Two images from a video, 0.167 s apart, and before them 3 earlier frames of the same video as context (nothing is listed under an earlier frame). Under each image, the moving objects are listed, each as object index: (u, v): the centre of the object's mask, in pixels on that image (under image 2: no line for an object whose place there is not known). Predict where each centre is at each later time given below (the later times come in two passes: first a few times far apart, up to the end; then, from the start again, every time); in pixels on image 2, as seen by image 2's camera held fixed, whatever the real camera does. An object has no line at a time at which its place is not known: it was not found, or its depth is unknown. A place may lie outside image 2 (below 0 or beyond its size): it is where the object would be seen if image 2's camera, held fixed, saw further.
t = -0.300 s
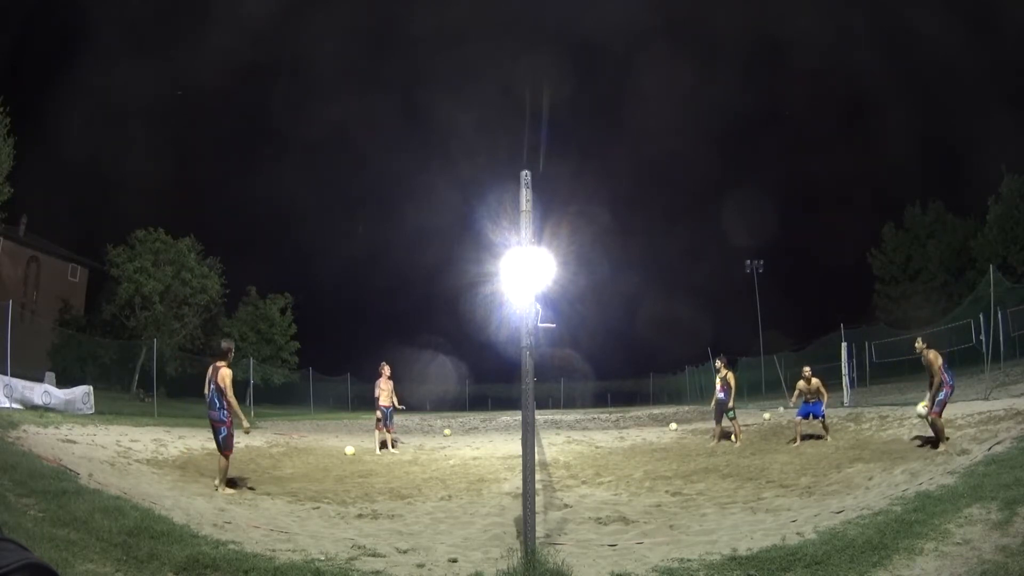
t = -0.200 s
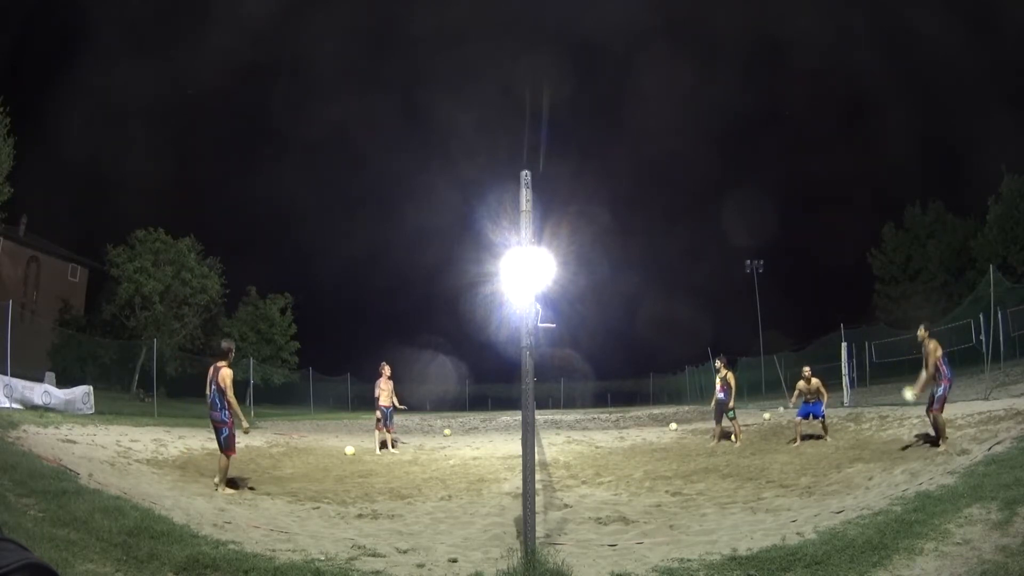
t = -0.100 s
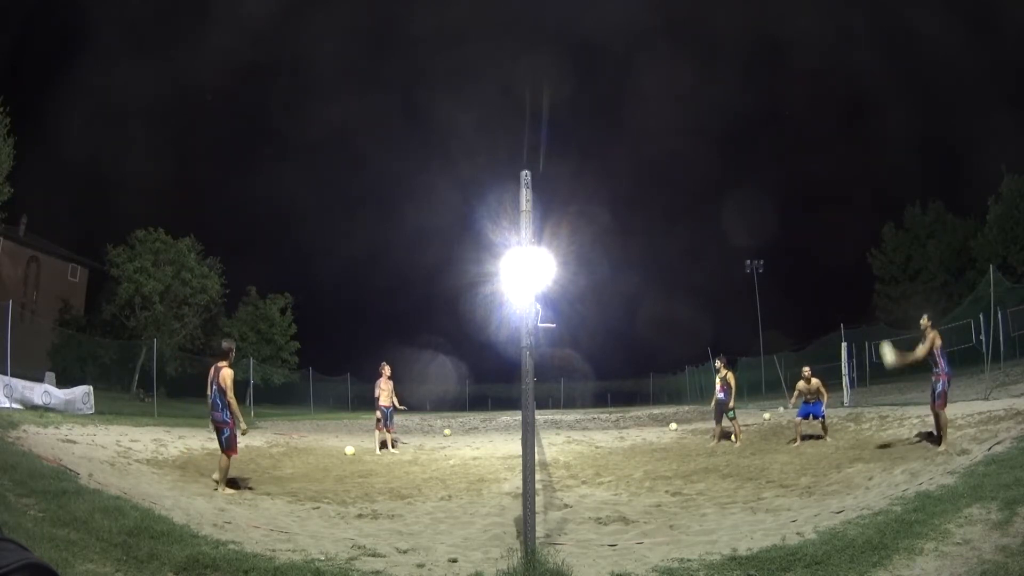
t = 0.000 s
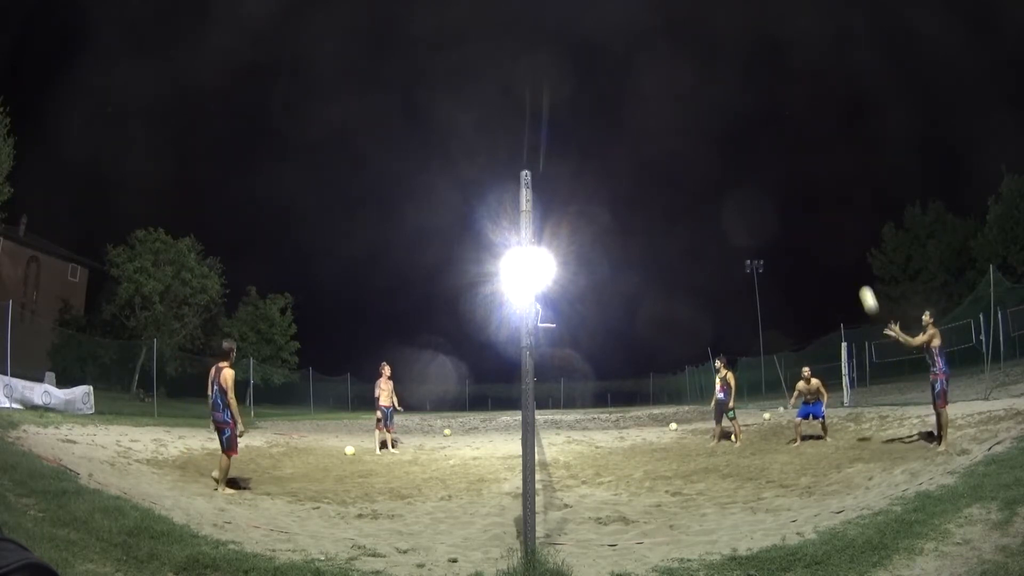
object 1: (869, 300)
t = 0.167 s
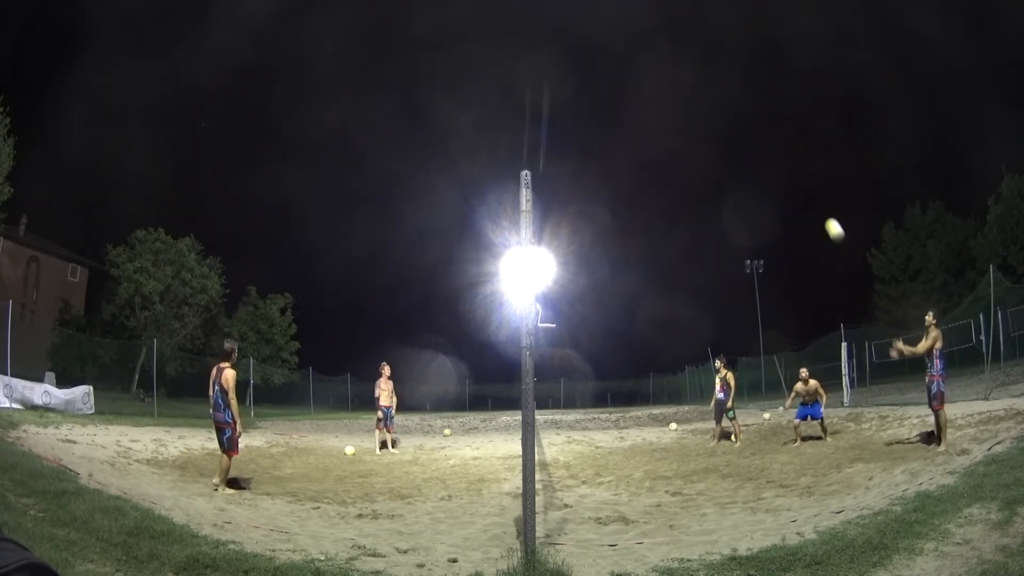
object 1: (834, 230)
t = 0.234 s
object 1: (821, 209)
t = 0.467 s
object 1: (779, 164)
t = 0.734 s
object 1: (741, 158)
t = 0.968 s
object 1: (716, 187)
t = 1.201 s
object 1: (695, 252)
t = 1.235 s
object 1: (692, 265)
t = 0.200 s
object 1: (827, 219)
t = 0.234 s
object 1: (821, 209)
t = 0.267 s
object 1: (814, 200)
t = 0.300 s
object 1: (808, 192)
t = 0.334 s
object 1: (802, 185)
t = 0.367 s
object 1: (796, 179)
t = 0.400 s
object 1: (790, 173)
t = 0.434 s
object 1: (784, 168)
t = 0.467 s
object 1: (779, 164)
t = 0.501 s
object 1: (774, 161)
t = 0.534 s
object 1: (769, 159)
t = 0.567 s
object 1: (764, 157)
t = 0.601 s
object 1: (759, 156)
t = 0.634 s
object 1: (754, 155)
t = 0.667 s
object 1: (750, 155)
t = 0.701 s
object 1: (746, 156)
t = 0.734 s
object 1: (741, 158)
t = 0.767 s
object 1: (738, 160)
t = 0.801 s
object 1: (734, 162)
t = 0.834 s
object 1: (730, 166)
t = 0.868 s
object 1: (726, 170)
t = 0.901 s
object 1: (723, 175)
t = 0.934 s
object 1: (719, 181)
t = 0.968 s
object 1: (716, 187)
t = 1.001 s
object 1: (713, 194)
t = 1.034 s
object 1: (710, 202)
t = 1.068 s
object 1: (707, 210)
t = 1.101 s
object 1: (704, 220)
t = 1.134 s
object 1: (701, 230)
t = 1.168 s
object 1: (698, 241)
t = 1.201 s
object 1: (695, 252)
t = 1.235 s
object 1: (692, 265)
